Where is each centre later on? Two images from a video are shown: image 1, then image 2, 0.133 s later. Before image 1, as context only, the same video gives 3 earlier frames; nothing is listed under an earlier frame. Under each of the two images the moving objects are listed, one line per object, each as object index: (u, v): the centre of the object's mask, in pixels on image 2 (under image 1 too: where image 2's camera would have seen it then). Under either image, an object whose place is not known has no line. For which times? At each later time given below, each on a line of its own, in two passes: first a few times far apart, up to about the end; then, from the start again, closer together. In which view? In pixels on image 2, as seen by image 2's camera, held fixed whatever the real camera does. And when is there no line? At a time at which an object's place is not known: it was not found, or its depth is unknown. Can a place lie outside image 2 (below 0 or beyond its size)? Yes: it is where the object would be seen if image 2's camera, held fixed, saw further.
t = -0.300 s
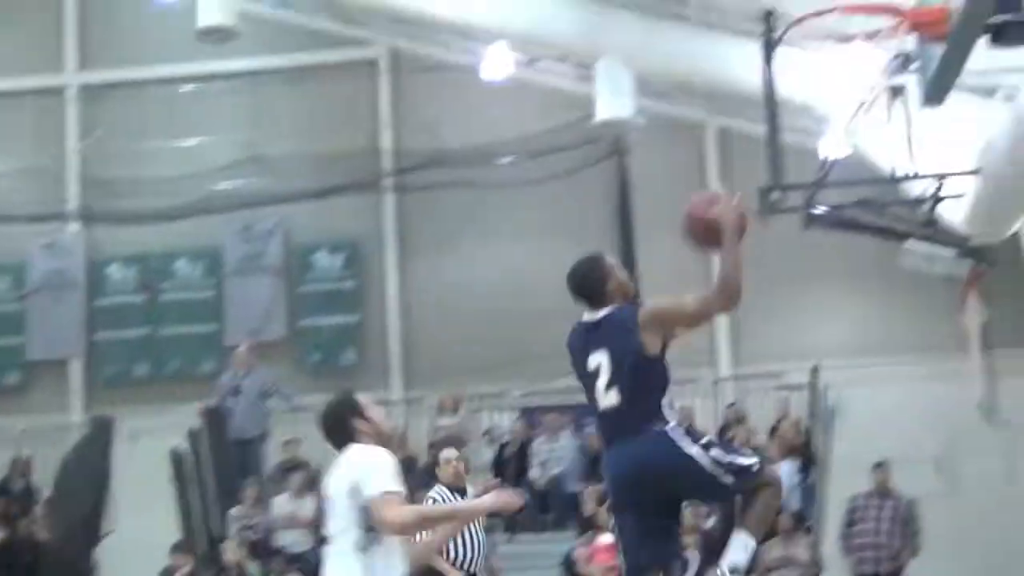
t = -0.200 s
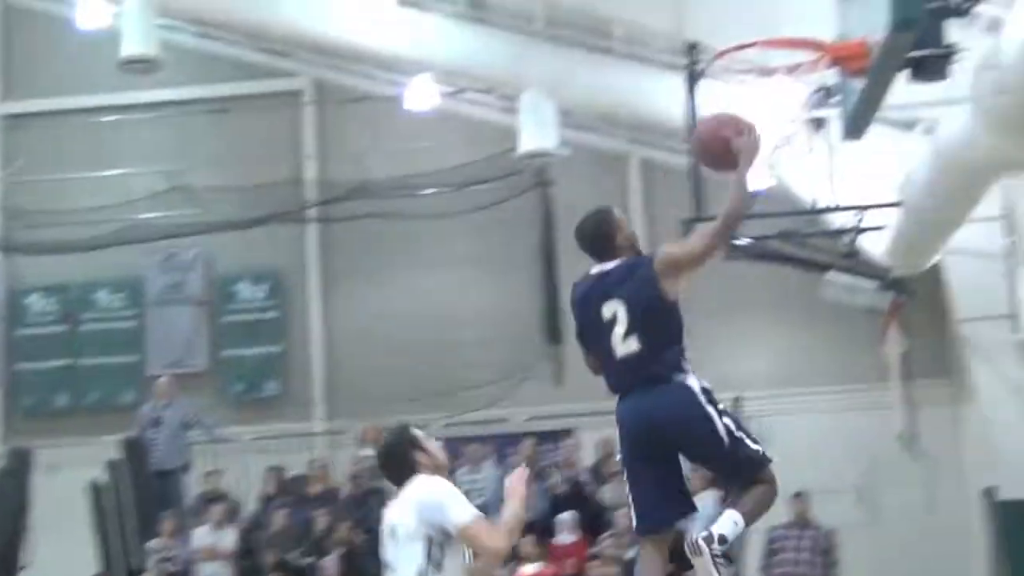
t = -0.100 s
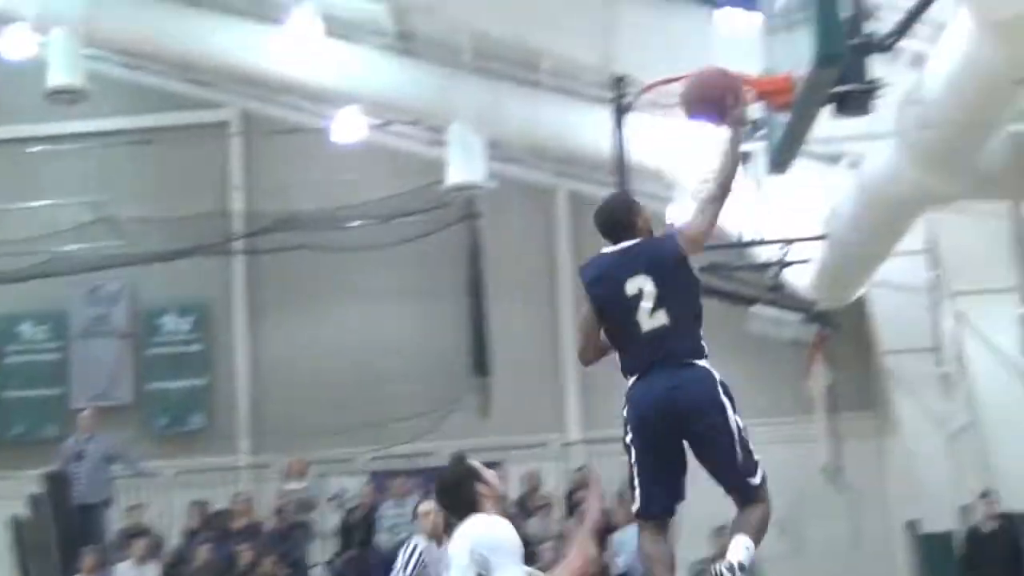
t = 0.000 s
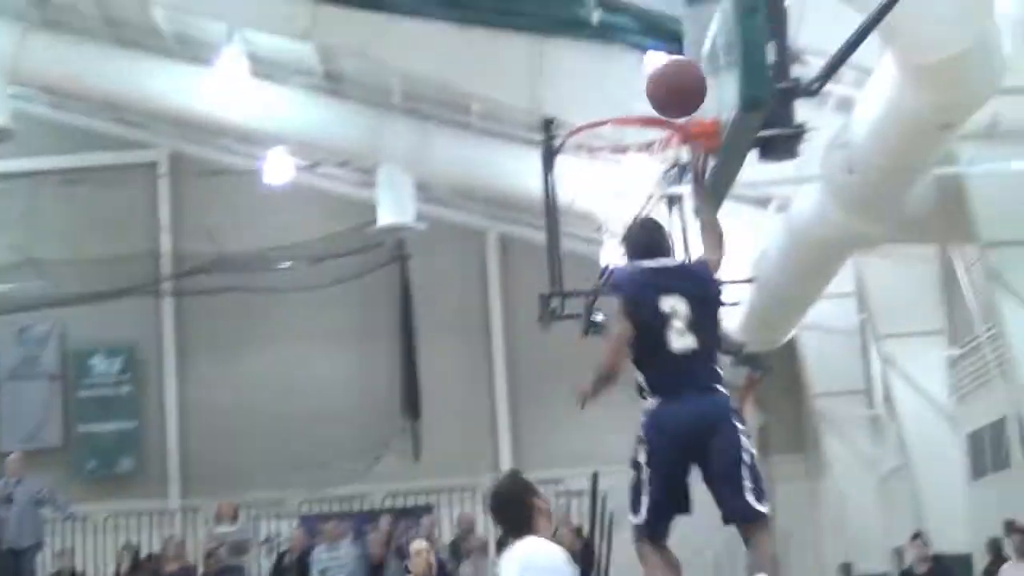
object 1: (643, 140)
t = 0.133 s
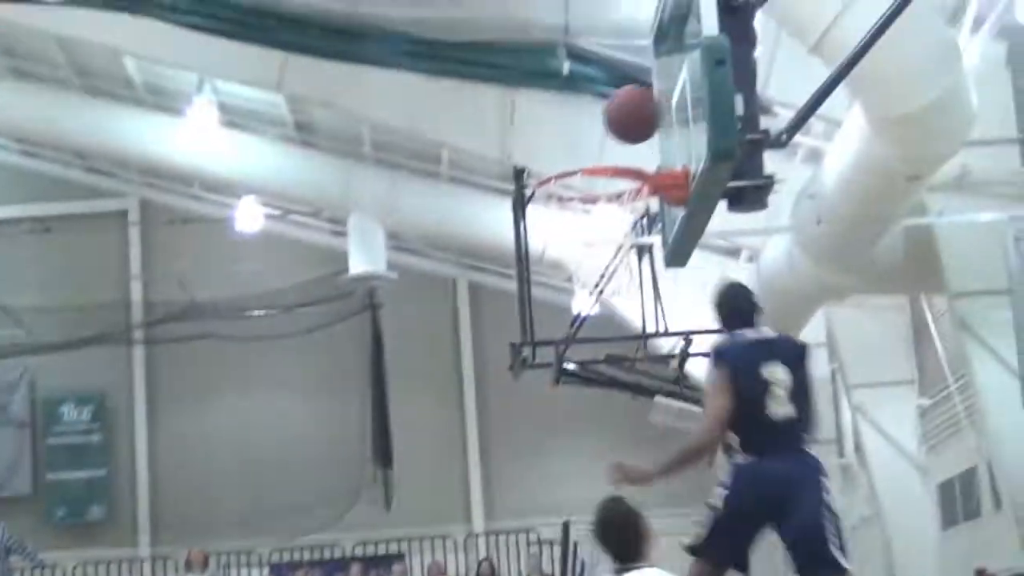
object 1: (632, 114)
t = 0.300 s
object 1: (572, 146)
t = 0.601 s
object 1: (598, 201)
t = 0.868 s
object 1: (561, 262)
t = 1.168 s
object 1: (566, 455)
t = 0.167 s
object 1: (619, 116)
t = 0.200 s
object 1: (606, 121)
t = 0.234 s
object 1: (595, 128)
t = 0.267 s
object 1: (584, 137)
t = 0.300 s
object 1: (572, 146)
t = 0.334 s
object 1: (560, 159)
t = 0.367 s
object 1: (559, 170)
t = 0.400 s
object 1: (571, 162)
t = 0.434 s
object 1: (585, 168)
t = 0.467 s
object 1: (602, 177)
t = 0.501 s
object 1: (613, 181)
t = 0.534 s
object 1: (616, 187)
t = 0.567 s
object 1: (609, 195)
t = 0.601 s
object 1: (598, 201)
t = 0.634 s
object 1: (589, 210)
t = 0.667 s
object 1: (580, 222)
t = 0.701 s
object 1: (573, 233)
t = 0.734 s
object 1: (568, 239)
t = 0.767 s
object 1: (564, 244)
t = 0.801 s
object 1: (562, 248)
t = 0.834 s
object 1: (561, 254)
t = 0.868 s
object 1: (561, 262)
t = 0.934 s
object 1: (561, 287)
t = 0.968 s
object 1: (560, 301)
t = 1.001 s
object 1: (562, 320)
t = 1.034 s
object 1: (563, 341)
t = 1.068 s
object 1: (564, 364)
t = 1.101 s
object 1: (566, 390)
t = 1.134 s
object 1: (565, 422)
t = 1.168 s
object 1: (566, 455)
